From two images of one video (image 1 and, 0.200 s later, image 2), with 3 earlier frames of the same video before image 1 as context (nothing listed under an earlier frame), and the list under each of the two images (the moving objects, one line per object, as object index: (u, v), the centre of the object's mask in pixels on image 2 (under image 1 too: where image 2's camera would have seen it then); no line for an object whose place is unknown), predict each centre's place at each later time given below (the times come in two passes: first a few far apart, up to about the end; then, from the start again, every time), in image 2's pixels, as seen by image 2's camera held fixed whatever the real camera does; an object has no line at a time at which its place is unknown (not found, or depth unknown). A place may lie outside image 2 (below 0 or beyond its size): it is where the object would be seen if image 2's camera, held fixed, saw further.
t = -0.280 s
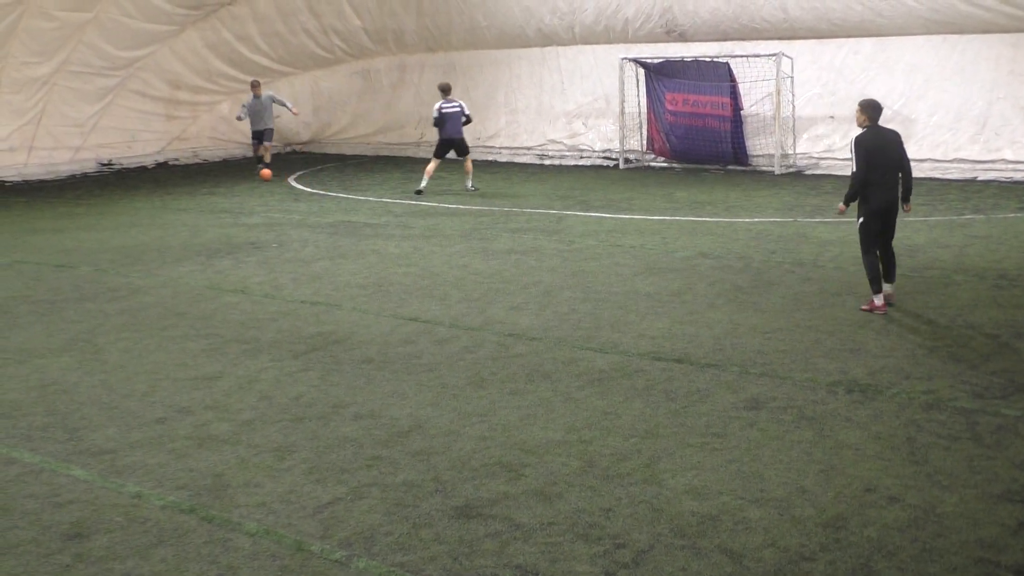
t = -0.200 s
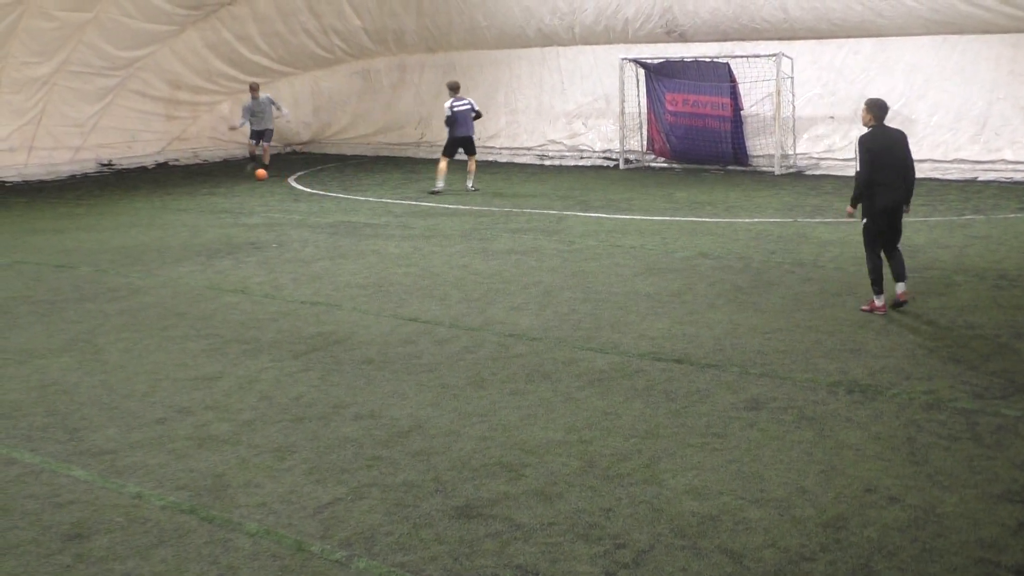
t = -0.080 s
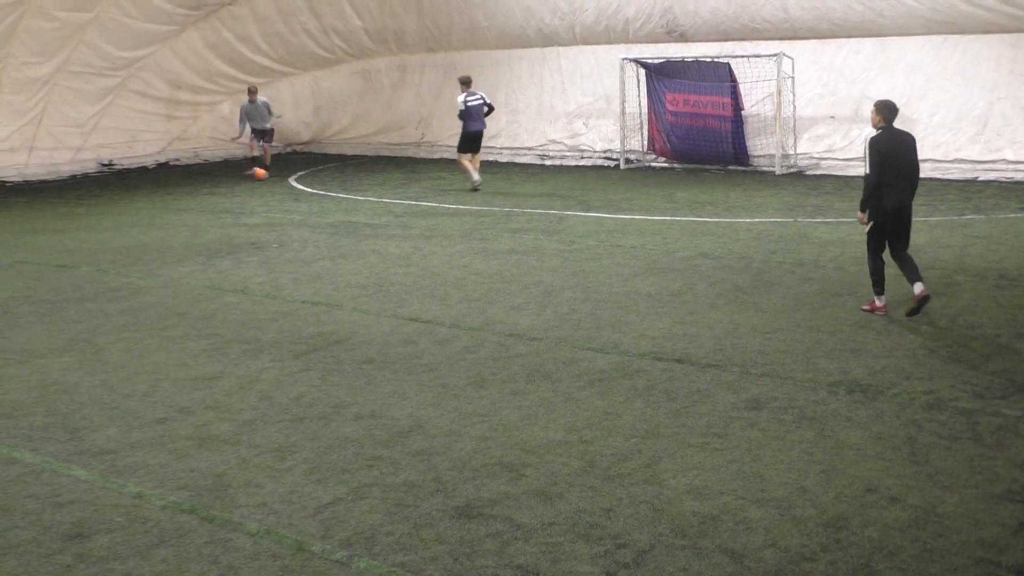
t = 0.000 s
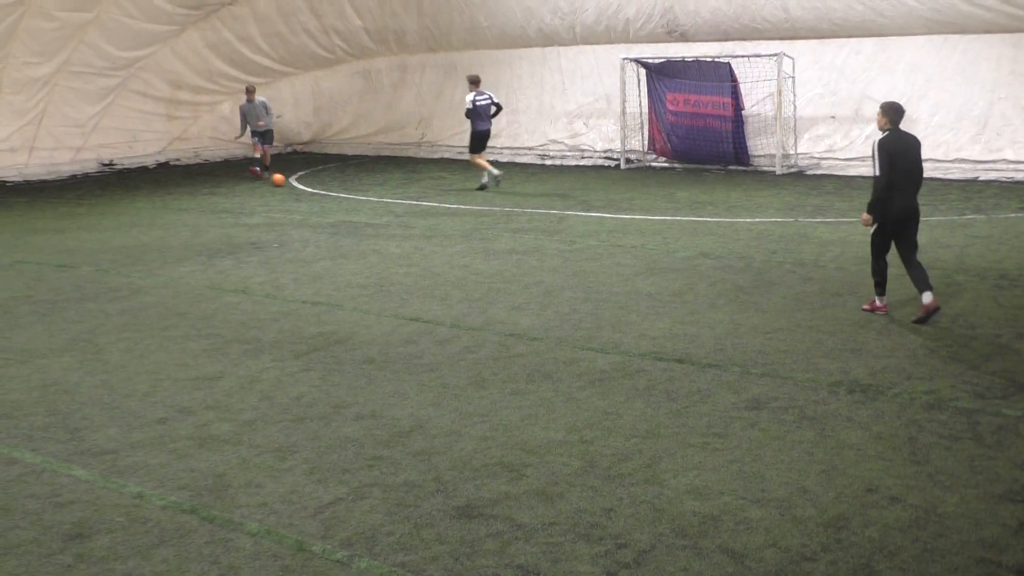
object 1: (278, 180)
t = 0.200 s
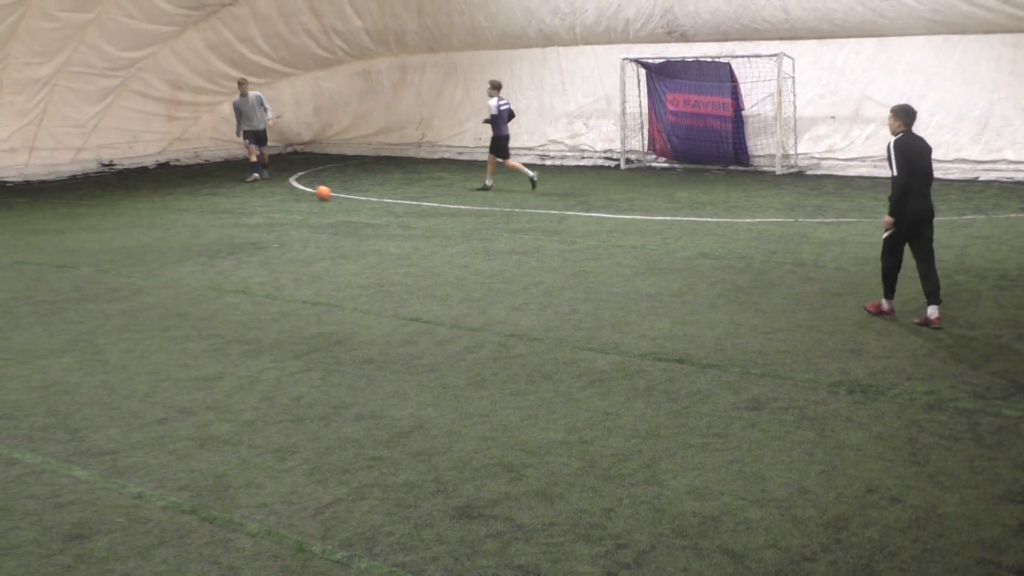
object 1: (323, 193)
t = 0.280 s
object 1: (343, 197)
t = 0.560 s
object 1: (426, 222)
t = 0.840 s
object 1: (523, 248)
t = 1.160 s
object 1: (647, 285)
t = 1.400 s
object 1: (761, 320)
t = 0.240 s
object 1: (334, 196)
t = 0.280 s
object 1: (343, 197)
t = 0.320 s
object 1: (354, 201)
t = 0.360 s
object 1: (366, 205)
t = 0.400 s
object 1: (376, 208)
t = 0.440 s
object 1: (388, 210)
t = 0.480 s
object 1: (400, 212)
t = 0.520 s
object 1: (412, 218)
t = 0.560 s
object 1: (426, 222)
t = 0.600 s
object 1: (439, 225)
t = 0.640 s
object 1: (452, 228)
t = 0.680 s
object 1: (466, 231)
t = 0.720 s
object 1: (480, 236)
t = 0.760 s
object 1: (494, 238)
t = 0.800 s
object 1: (508, 242)
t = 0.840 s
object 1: (523, 248)
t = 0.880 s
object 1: (537, 251)
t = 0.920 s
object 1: (552, 255)
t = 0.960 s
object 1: (567, 261)
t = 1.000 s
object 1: (583, 266)
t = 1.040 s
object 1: (598, 271)
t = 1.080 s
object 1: (613, 275)
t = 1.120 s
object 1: (630, 281)
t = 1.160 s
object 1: (647, 285)
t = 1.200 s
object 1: (664, 288)
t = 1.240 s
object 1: (683, 295)
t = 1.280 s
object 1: (700, 302)
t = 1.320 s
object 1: (720, 308)
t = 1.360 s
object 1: (740, 313)
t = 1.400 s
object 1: (761, 320)
